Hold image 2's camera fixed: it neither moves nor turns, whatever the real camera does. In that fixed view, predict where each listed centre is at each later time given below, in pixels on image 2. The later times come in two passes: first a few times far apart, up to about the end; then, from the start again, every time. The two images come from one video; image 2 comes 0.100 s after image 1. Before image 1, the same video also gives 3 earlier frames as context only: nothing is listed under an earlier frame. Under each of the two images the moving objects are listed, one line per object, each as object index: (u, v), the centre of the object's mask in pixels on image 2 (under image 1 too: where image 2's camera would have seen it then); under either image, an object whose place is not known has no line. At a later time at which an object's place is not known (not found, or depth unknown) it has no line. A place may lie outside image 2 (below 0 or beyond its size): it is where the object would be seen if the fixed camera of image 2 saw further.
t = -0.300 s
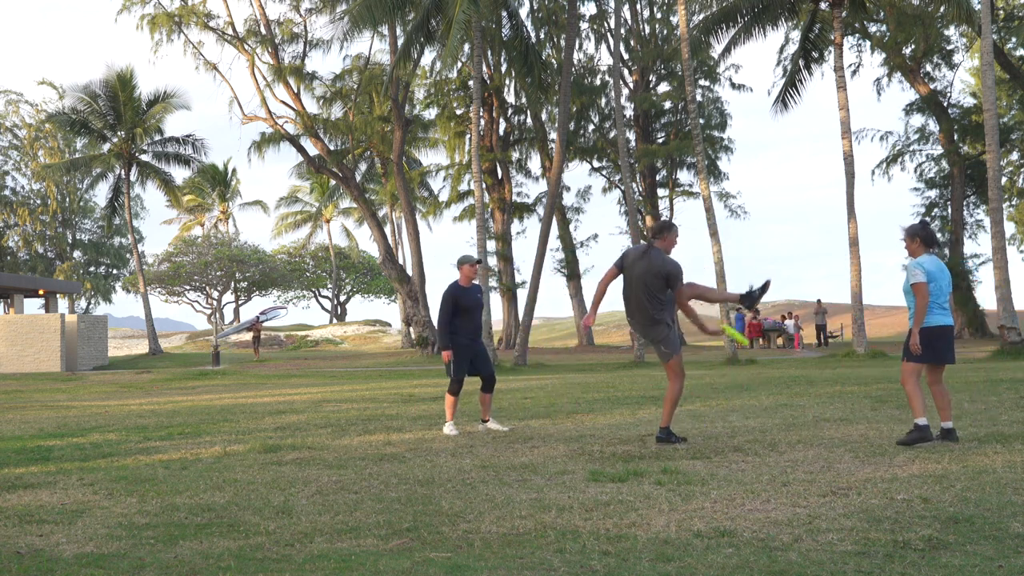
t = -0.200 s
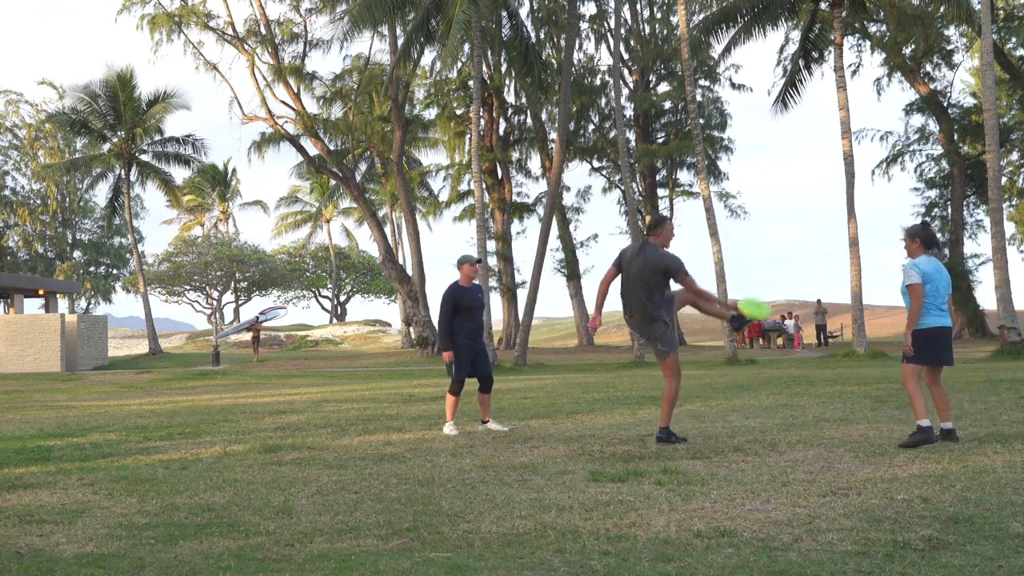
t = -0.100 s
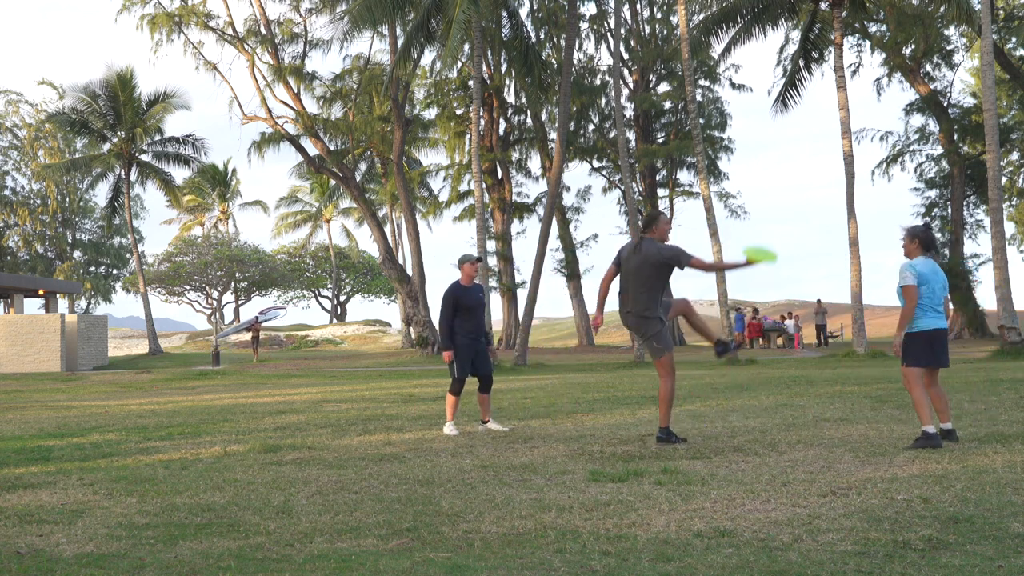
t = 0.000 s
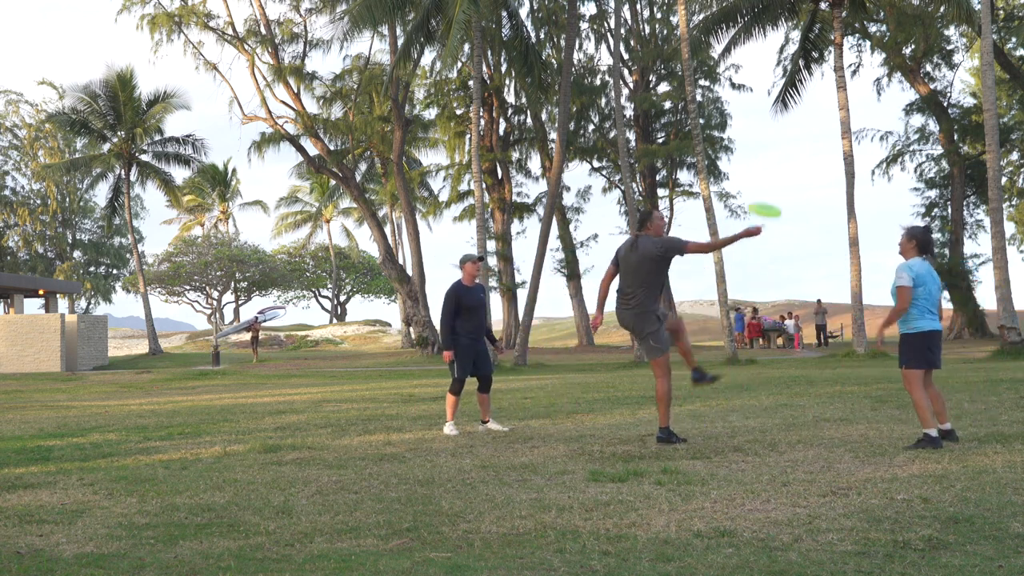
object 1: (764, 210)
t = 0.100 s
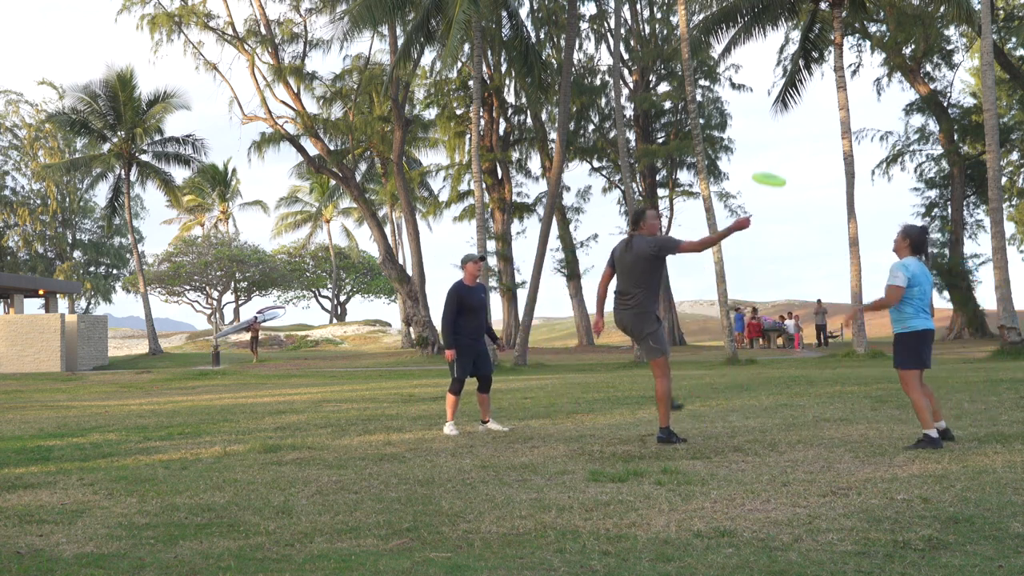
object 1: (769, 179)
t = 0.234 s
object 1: (775, 158)
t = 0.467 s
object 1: (789, 171)
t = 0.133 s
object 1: (770, 172)
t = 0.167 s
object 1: (772, 166)
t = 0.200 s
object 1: (774, 161)
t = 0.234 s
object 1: (775, 158)
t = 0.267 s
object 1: (777, 156)
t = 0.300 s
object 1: (779, 155)
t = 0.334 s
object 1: (781, 156)
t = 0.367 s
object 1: (783, 158)
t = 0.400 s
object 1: (785, 161)
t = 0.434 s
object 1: (787, 165)
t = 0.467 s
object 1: (789, 171)
